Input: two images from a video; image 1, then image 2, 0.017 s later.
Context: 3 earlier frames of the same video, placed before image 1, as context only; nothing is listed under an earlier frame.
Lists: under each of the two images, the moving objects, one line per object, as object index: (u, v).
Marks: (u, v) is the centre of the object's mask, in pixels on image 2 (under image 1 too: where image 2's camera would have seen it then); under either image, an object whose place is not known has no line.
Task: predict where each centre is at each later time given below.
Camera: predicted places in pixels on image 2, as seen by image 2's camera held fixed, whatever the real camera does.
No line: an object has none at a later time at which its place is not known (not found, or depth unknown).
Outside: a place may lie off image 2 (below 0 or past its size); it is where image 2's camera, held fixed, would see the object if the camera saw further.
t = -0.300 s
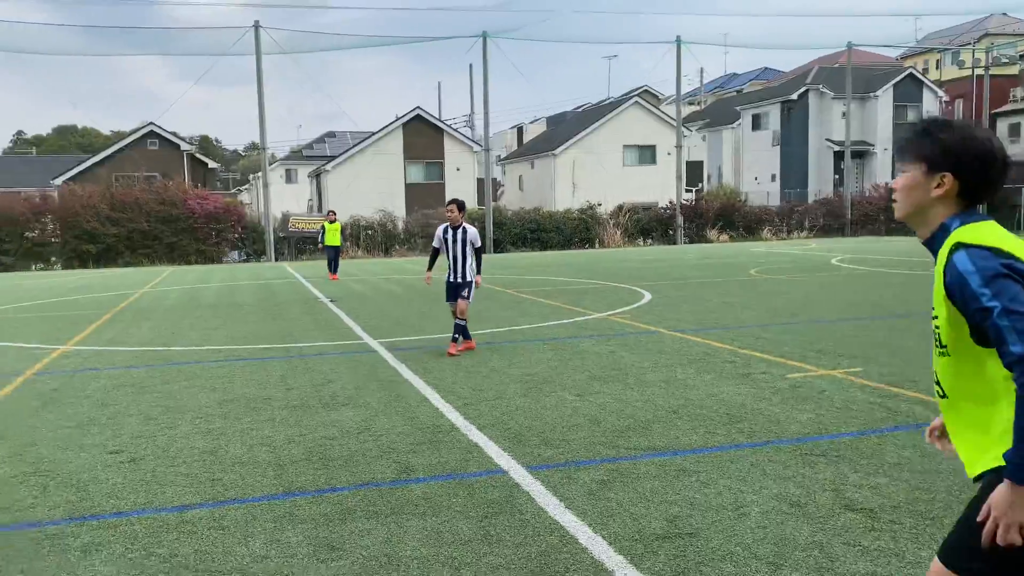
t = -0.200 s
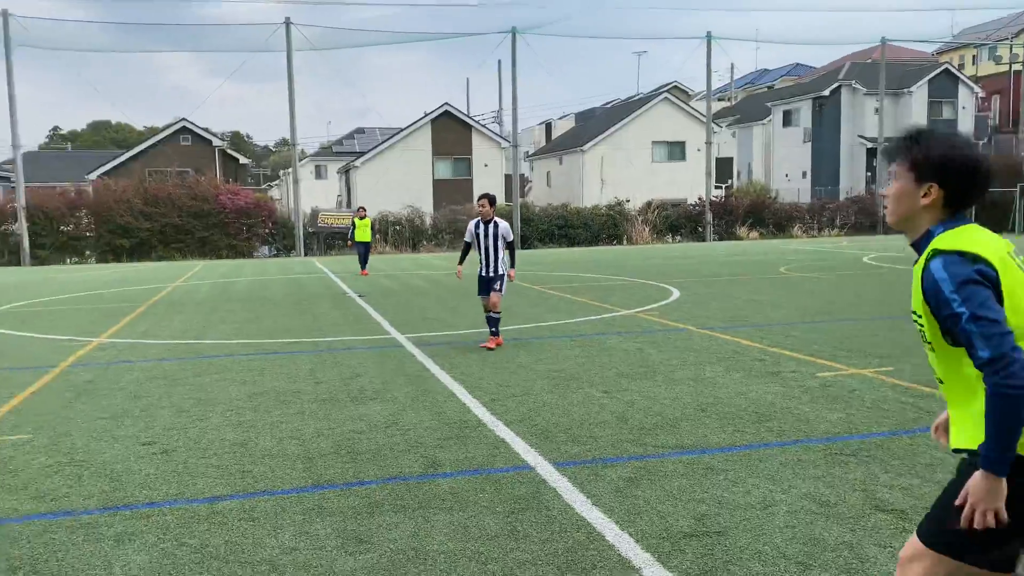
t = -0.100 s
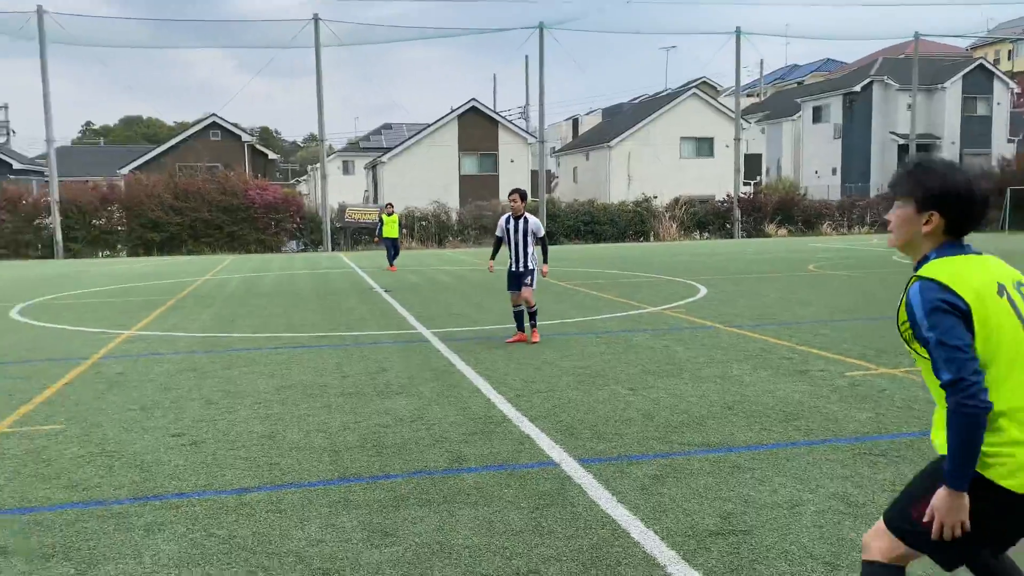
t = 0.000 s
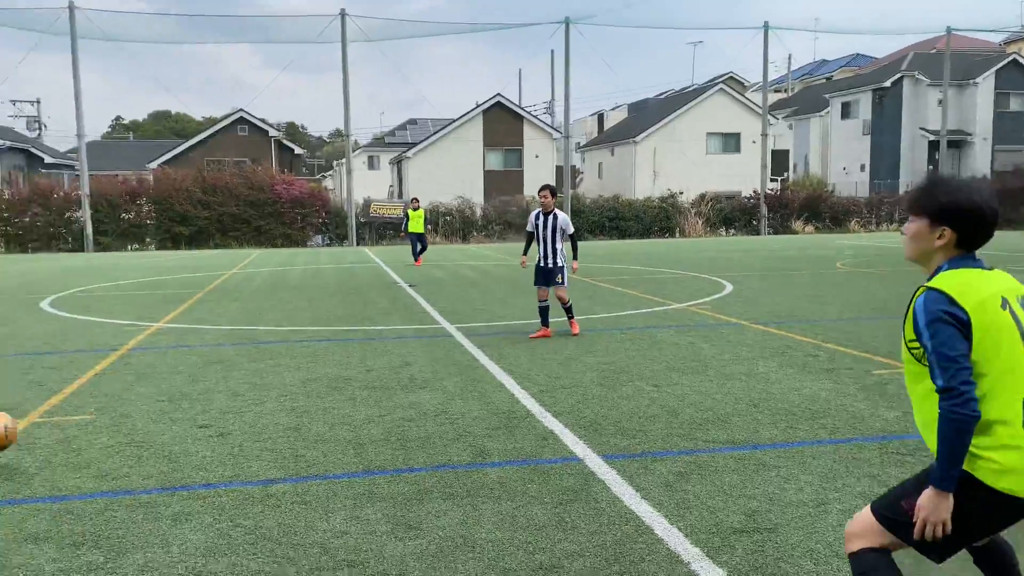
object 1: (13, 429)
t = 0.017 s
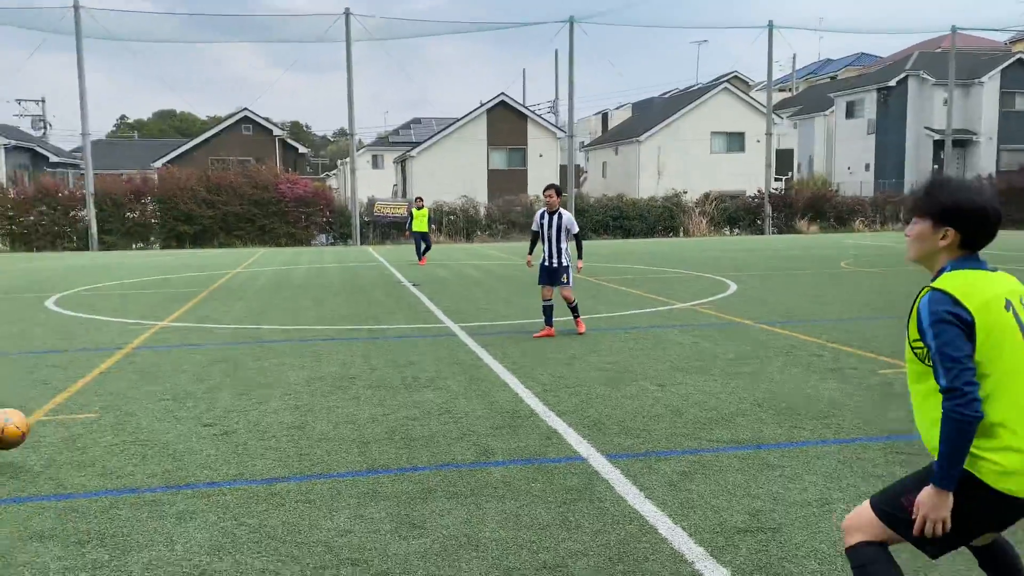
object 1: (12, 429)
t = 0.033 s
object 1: (14, 429)
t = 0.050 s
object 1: (22, 428)
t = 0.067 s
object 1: (31, 429)
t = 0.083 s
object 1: (39, 431)
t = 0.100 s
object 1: (48, 433)
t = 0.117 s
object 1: (56, 436)
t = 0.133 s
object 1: (65, 438)
